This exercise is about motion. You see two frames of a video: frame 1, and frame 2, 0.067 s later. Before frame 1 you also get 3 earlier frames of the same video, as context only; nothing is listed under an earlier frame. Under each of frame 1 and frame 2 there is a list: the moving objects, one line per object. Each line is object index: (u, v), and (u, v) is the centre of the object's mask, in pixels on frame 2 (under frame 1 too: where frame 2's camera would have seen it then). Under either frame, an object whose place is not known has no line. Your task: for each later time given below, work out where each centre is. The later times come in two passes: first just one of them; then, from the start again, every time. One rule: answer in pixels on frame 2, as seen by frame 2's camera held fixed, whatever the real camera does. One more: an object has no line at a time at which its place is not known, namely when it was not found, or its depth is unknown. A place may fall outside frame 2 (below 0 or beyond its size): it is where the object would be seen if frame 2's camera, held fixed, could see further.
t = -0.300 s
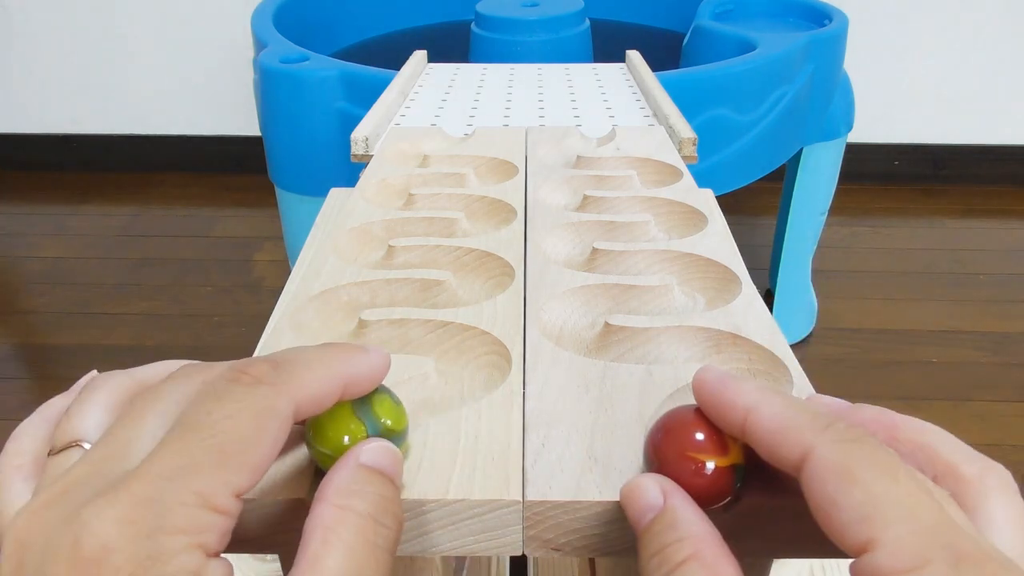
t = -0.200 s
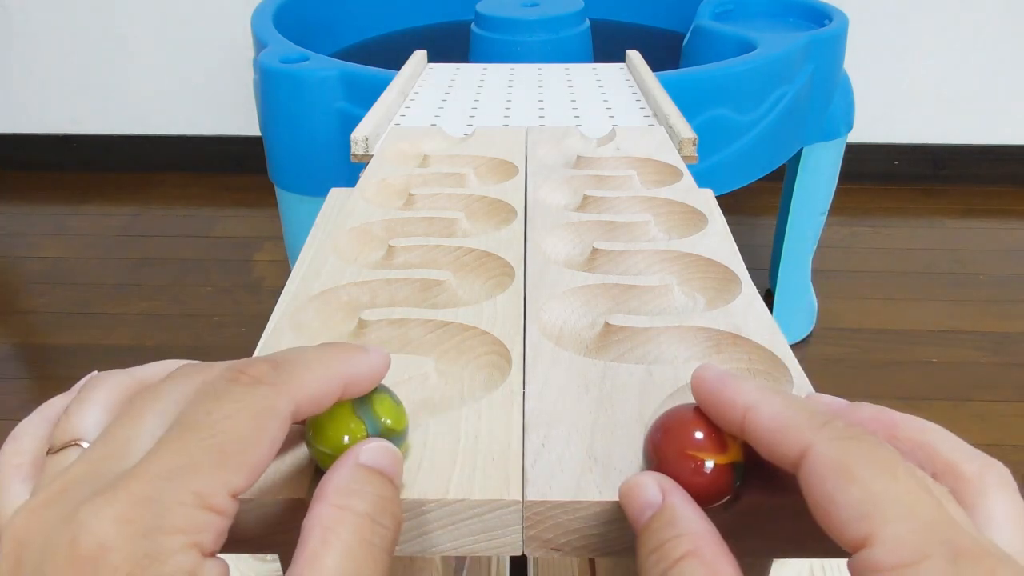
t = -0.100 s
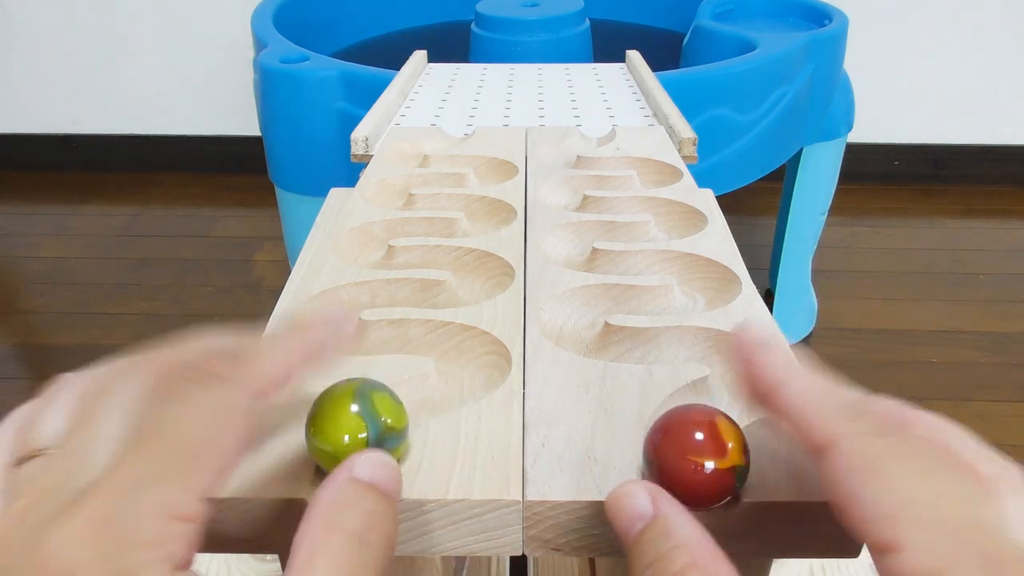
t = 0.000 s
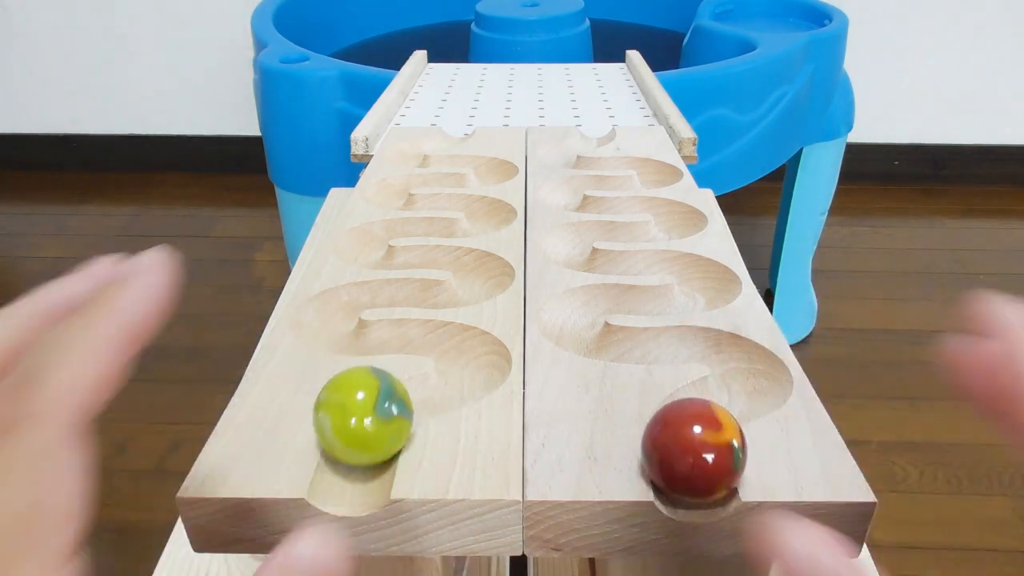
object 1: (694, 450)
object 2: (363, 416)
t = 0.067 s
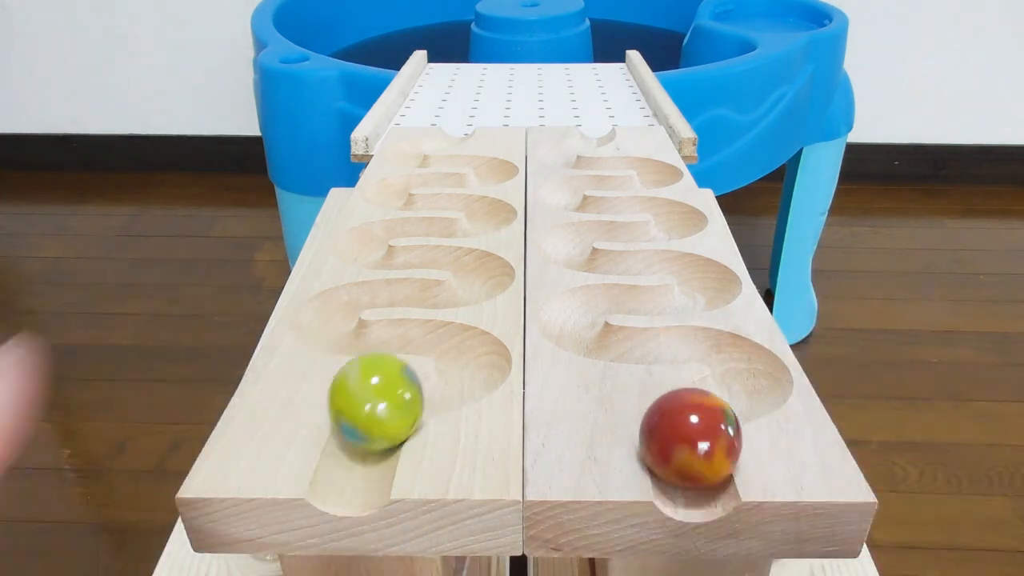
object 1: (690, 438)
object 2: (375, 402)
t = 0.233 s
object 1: (703, 396)
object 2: (454, 367)
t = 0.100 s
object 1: (689, 432)
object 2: (386, 394)
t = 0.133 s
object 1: (687, 424)
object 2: (399, 387)
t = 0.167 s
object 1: (689, 414)
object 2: (416, 379)
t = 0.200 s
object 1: (694, 405)
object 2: (435, 372)
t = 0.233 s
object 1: (703, 396)
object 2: (454, 367)
